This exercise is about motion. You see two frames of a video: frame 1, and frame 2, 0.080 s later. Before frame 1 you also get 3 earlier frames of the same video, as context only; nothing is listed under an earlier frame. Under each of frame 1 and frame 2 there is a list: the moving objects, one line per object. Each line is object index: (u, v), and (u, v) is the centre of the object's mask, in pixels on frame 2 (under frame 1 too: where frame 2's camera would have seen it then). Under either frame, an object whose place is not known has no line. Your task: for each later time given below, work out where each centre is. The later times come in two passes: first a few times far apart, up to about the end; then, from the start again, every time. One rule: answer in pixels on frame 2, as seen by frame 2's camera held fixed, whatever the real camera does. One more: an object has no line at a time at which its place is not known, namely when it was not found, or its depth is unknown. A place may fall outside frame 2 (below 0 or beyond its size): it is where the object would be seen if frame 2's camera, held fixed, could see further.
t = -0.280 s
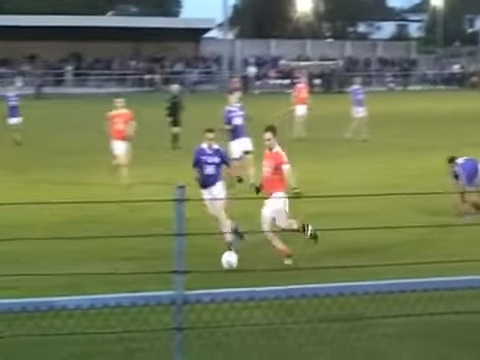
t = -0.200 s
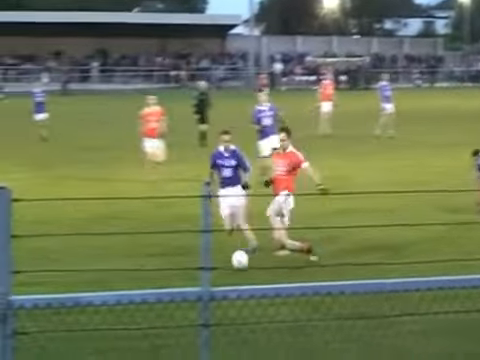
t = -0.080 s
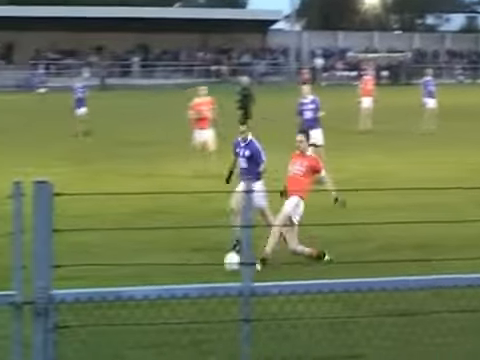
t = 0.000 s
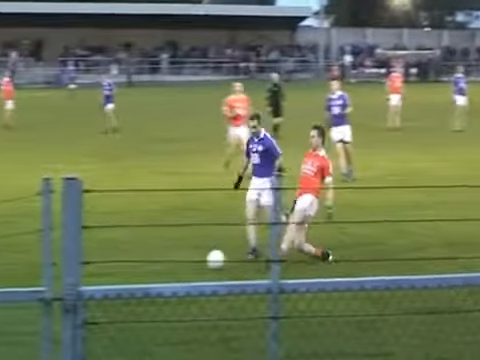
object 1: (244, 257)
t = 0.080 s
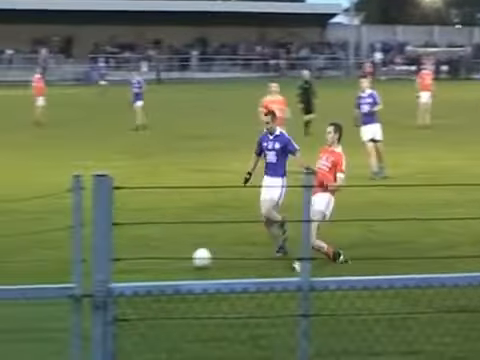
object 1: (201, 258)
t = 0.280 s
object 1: (89, 266)
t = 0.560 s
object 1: (-50, 276)
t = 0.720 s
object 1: (-133, 282)
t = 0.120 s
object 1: (179, 261)
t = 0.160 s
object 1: (158, 263)
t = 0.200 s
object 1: (136, 264)
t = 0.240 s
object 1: (117, 265)
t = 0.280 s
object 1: (89, 266)
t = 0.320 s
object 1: (73, 270)
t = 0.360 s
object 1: (53, 270)
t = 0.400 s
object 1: (32, 270)
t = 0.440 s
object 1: (12, 271)
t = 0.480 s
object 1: (-9, 274)
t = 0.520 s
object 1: (-30, 275)
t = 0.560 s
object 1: (-50, 276)
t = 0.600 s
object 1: (-72, 278)
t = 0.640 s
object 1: (-91, 279)
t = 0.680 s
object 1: (-112, 281)
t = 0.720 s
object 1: (-133, 282)
